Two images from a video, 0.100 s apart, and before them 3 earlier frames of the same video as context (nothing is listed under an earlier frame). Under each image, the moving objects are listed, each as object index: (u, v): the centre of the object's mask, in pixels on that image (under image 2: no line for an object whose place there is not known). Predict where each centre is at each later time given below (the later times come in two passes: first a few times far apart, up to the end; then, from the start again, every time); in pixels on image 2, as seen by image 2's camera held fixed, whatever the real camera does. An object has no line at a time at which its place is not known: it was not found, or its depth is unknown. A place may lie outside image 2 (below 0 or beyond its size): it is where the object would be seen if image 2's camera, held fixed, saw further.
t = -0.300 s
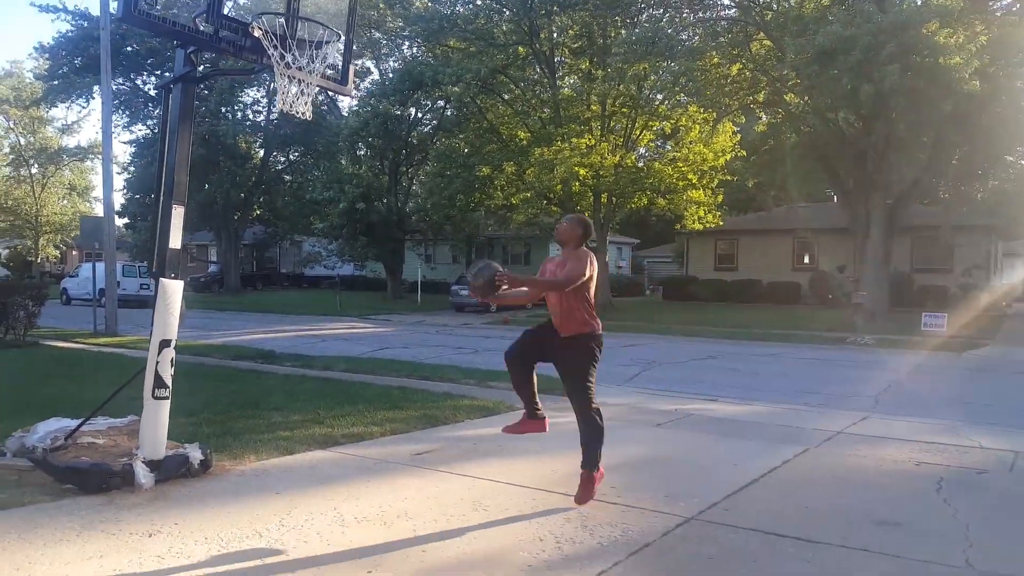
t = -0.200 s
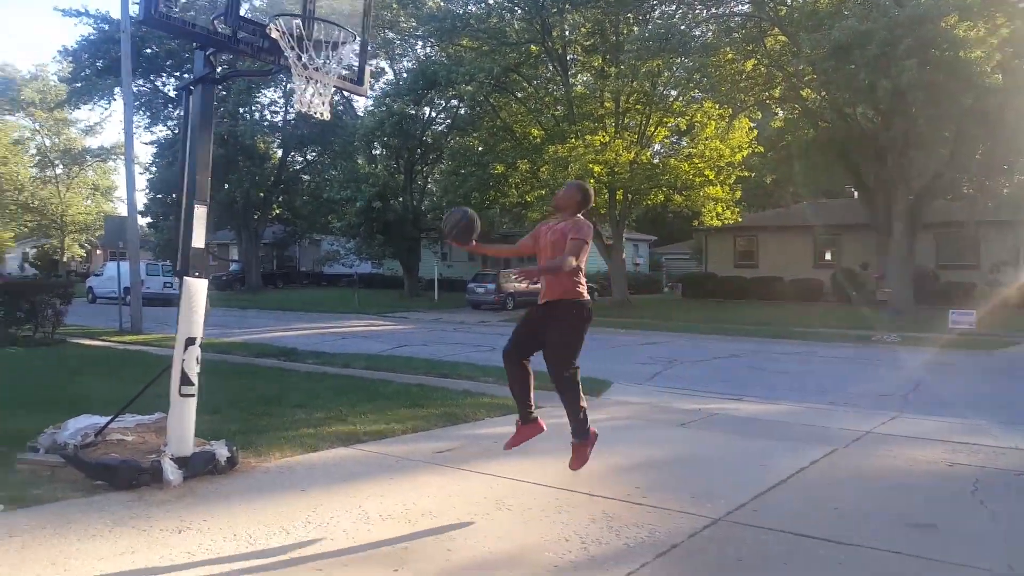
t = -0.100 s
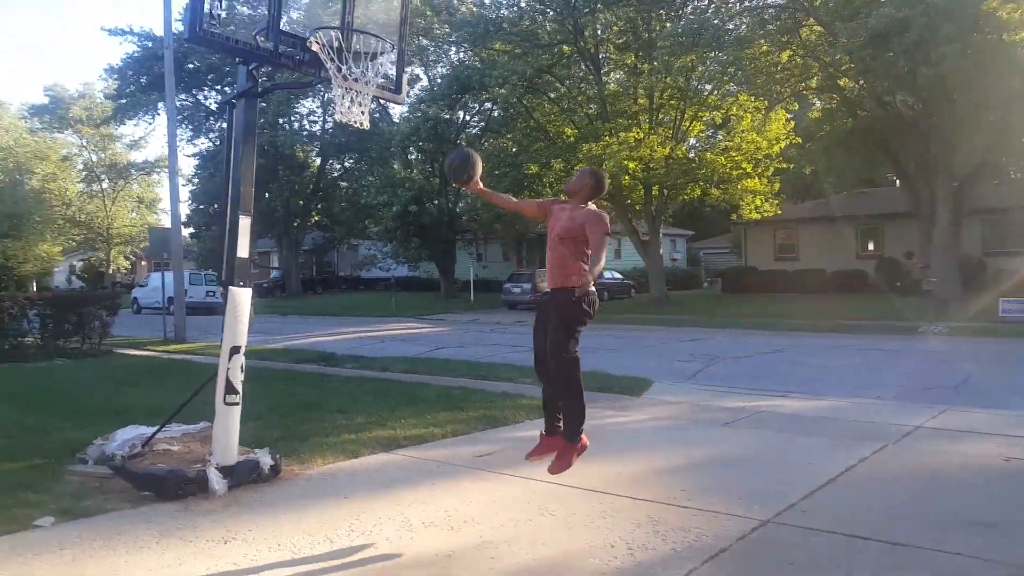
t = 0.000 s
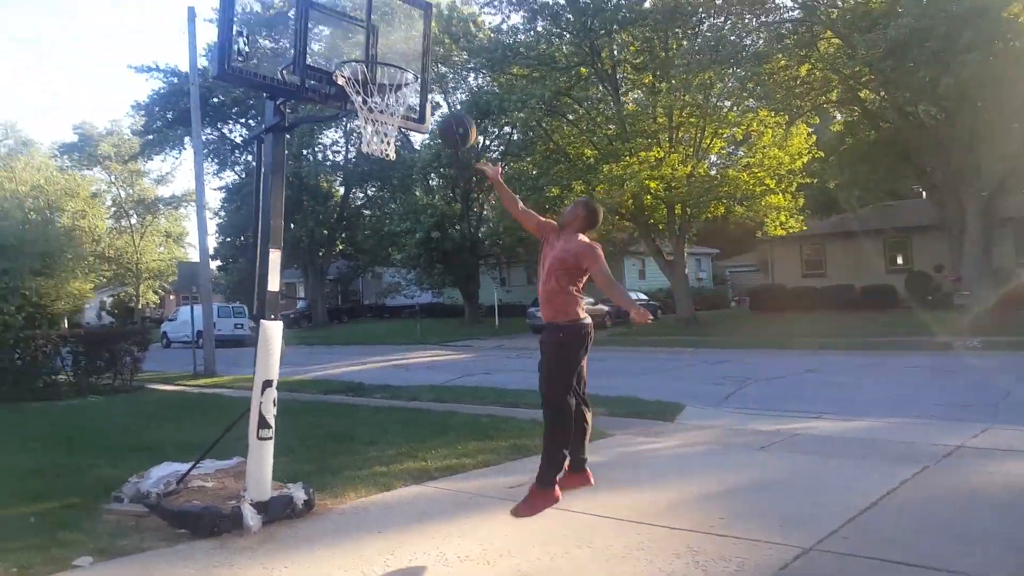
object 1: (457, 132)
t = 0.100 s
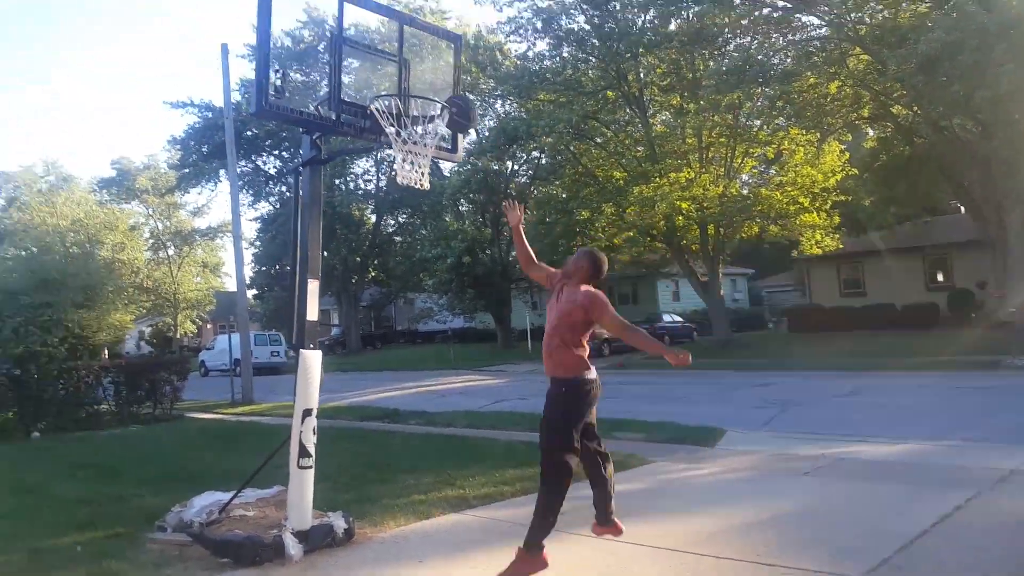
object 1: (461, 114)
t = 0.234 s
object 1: (431, 77)
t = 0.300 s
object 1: (430, 69)
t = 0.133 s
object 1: (453, 102)
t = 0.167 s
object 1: (444, 93)
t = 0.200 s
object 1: (437, 83)
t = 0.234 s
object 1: (431, 77)
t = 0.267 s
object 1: (431, 72)
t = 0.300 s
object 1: (430, 69)
